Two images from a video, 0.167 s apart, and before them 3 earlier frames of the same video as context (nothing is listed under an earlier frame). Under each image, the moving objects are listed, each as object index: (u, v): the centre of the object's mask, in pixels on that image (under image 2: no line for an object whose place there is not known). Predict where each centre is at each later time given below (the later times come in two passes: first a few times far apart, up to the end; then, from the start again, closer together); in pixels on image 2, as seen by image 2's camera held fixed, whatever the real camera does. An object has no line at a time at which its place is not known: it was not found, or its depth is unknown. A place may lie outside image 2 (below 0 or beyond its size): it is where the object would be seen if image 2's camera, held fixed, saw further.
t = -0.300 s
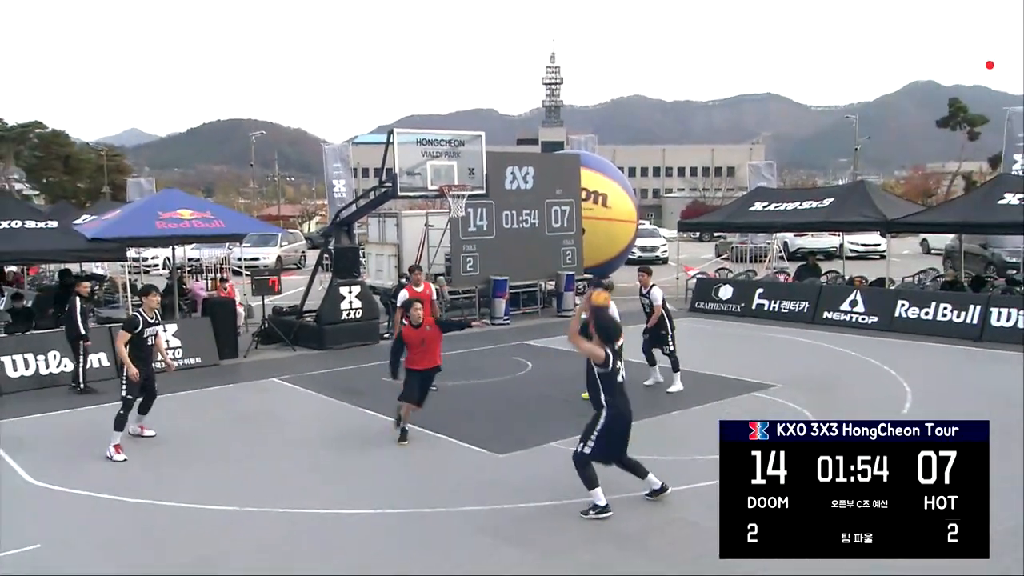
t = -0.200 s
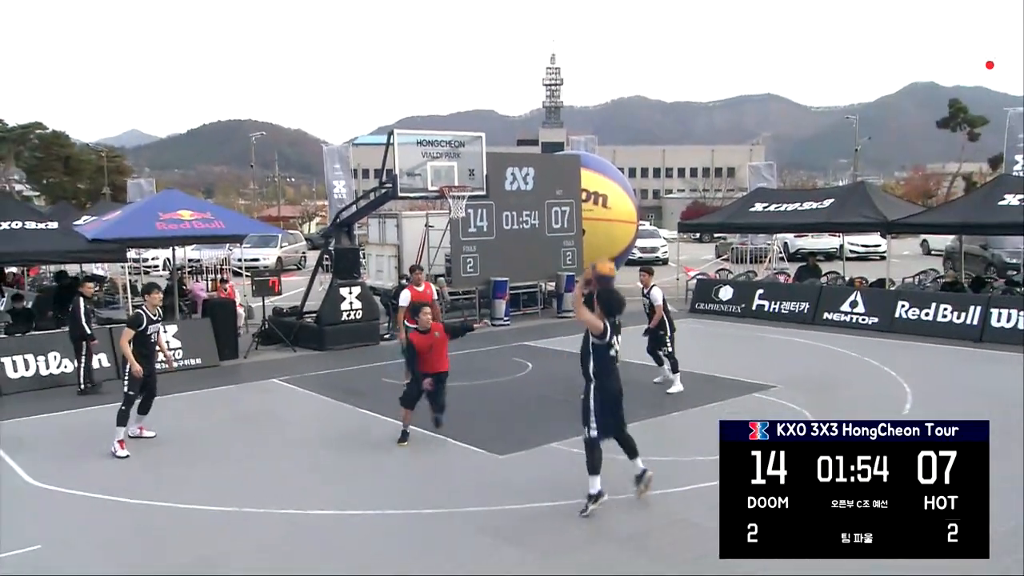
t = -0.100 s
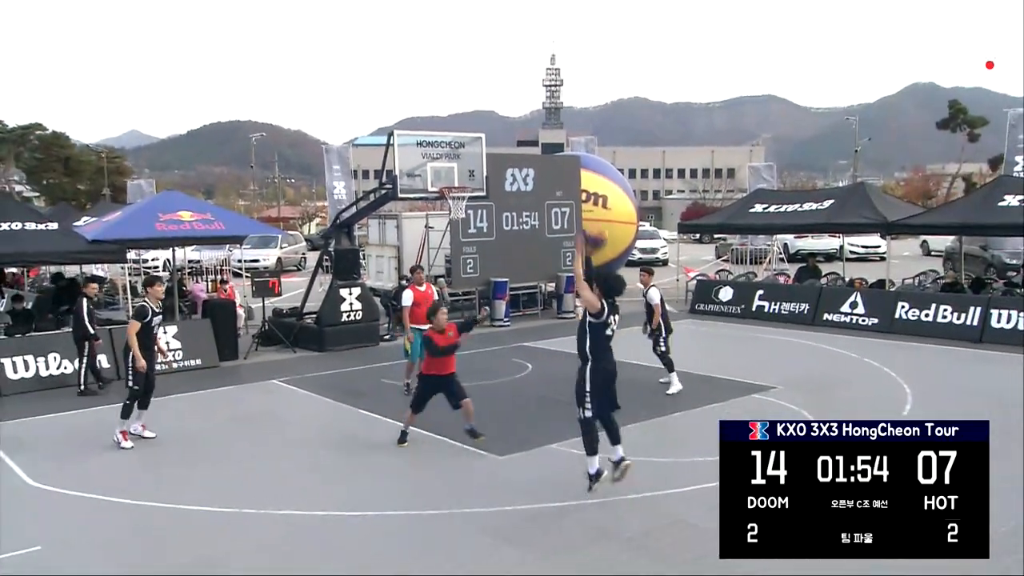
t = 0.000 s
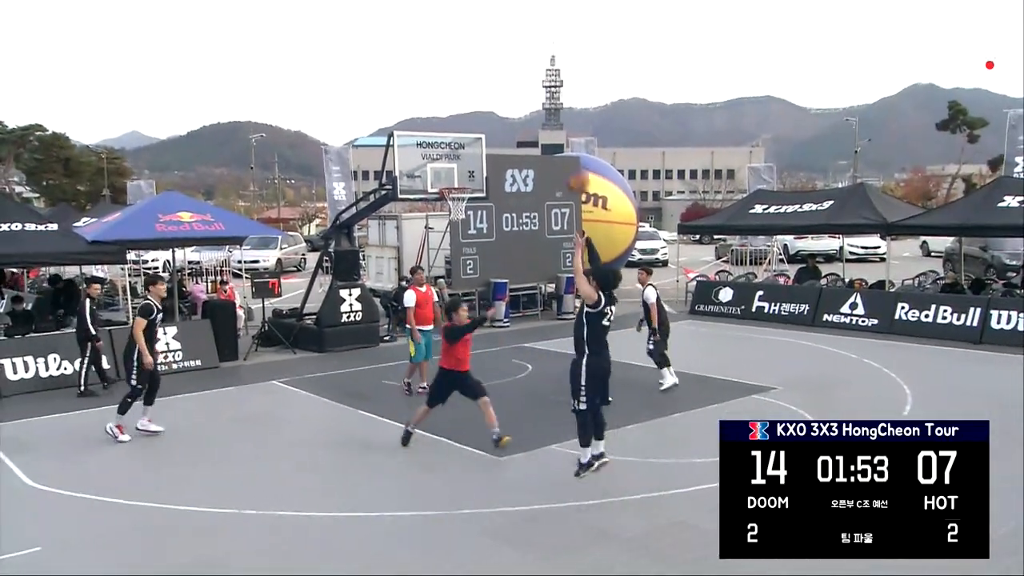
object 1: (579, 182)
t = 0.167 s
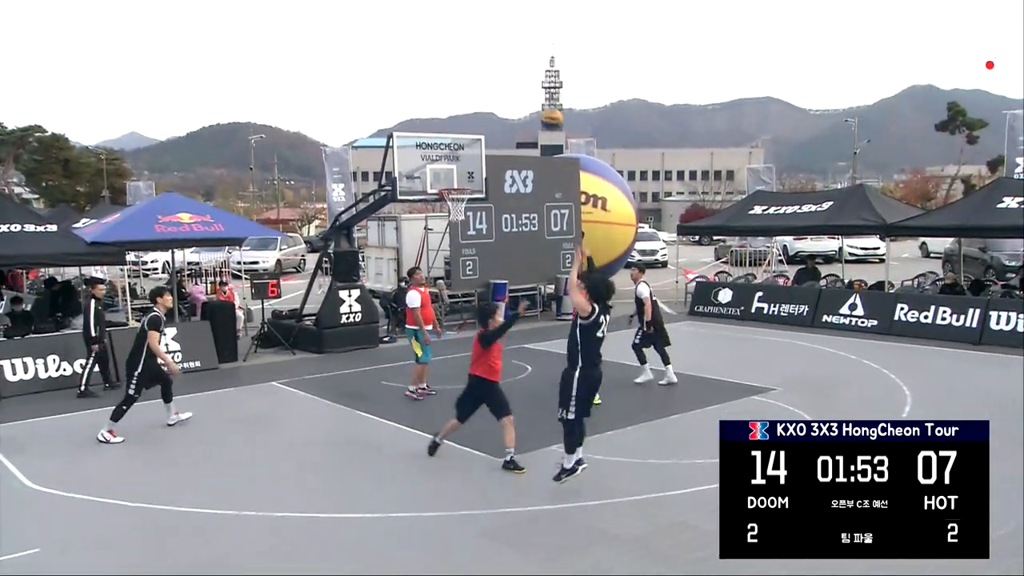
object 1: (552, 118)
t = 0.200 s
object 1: (547, 112)
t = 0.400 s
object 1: (522, 86)
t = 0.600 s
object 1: (502, 93)
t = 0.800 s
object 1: (486, 127)
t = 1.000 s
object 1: (473, 177)
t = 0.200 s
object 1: (547, 112)
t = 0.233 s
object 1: (543, 105)
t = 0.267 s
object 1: (538, 99)
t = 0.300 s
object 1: (533, 94)
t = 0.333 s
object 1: (529, 91)
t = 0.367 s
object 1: (525, 88)
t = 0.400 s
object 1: (522, 86)
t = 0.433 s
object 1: (518, 85)
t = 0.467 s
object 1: (514, 85)
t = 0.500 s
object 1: (511, 86)
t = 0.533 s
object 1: (508, 88)
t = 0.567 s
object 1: (504, 90)
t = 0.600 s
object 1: (502, 93)
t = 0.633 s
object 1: (499, 97)
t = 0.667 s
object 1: (496, 102)
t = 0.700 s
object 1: (493, 107)
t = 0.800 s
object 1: (486, 127)
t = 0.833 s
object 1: (484, 134)
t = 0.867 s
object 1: (481, 142)
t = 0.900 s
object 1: (479, 151)
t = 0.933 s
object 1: (476, 159)
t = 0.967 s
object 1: (474, 168)
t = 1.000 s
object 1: (473, 177)
